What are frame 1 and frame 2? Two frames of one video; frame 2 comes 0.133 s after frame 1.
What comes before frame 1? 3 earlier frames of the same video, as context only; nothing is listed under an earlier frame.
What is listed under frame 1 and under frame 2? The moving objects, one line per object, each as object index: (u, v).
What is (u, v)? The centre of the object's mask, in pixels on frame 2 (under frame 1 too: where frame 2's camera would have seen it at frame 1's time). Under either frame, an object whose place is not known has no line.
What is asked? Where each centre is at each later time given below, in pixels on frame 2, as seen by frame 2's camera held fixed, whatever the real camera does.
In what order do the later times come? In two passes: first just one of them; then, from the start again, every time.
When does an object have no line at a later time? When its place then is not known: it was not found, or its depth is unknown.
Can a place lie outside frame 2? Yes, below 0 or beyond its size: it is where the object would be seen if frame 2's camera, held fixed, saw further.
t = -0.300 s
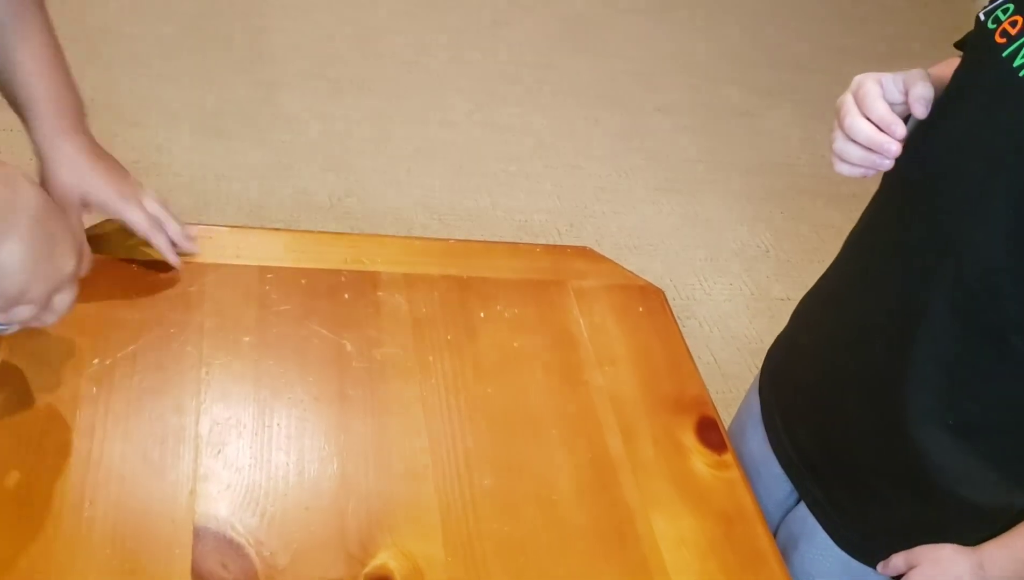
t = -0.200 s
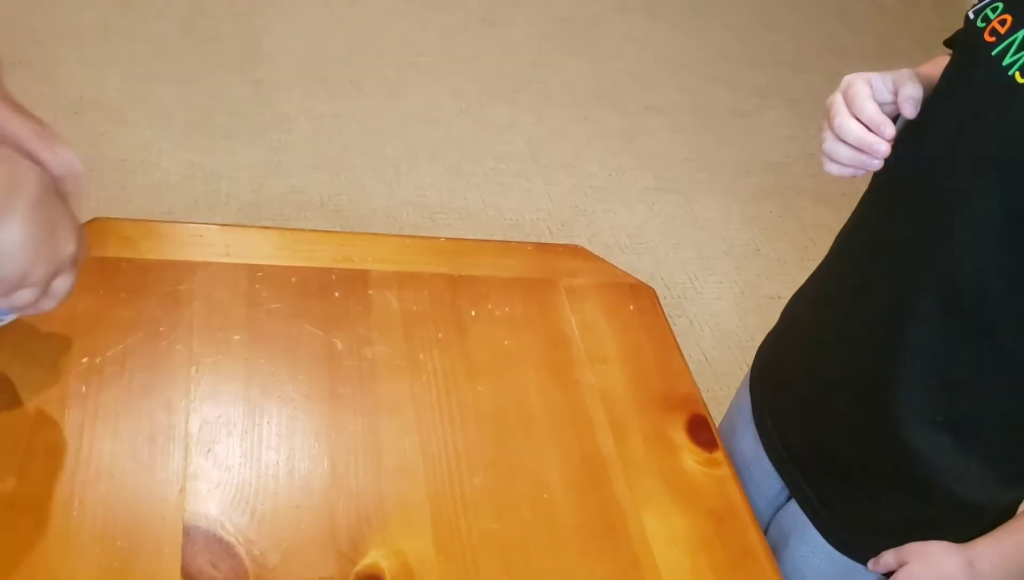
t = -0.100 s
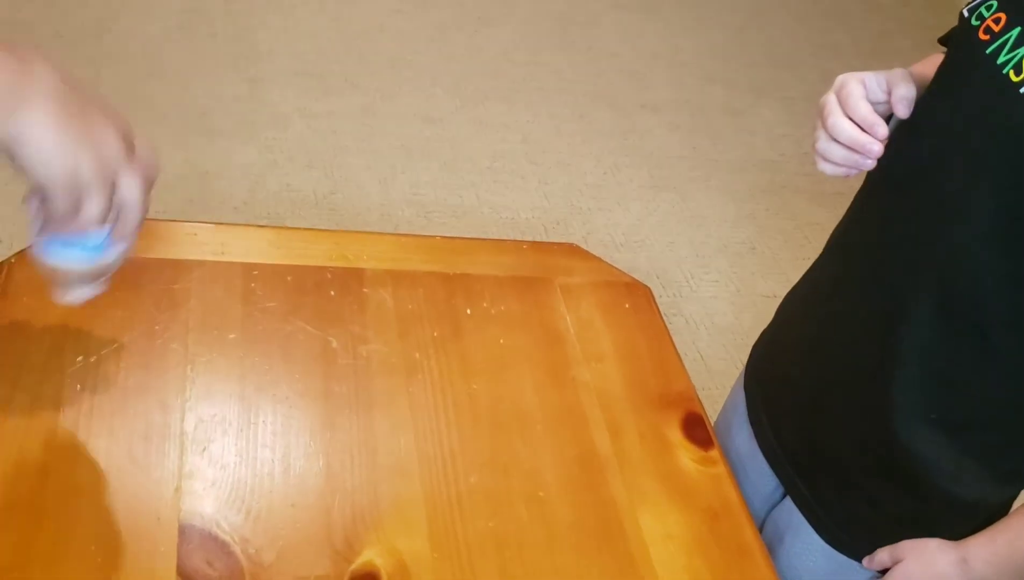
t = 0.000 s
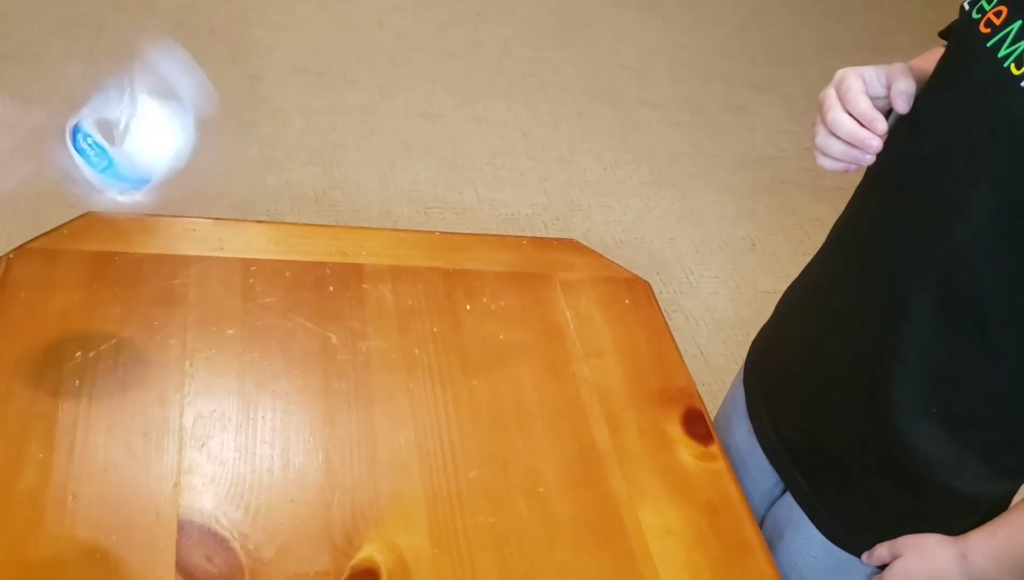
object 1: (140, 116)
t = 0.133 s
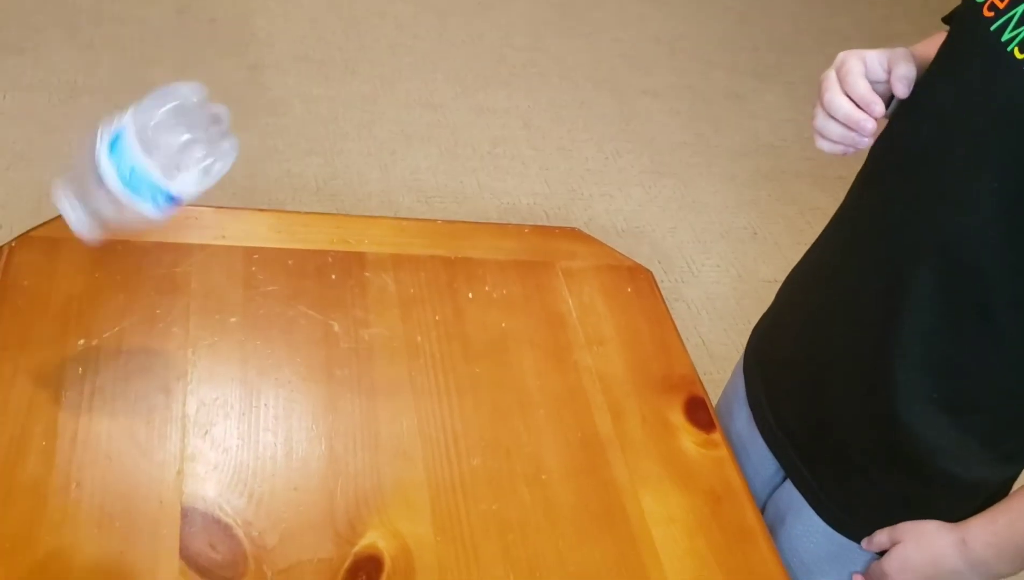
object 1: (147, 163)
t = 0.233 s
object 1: (159, 324)
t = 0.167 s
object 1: (154, 208)
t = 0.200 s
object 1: (157, 261)
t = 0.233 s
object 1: (159, 324)
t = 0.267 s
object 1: (164, 394)
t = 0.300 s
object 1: (151, 385)
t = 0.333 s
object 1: (139, 379)
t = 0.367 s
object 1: (129, 376)
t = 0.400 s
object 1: (121, 377)
